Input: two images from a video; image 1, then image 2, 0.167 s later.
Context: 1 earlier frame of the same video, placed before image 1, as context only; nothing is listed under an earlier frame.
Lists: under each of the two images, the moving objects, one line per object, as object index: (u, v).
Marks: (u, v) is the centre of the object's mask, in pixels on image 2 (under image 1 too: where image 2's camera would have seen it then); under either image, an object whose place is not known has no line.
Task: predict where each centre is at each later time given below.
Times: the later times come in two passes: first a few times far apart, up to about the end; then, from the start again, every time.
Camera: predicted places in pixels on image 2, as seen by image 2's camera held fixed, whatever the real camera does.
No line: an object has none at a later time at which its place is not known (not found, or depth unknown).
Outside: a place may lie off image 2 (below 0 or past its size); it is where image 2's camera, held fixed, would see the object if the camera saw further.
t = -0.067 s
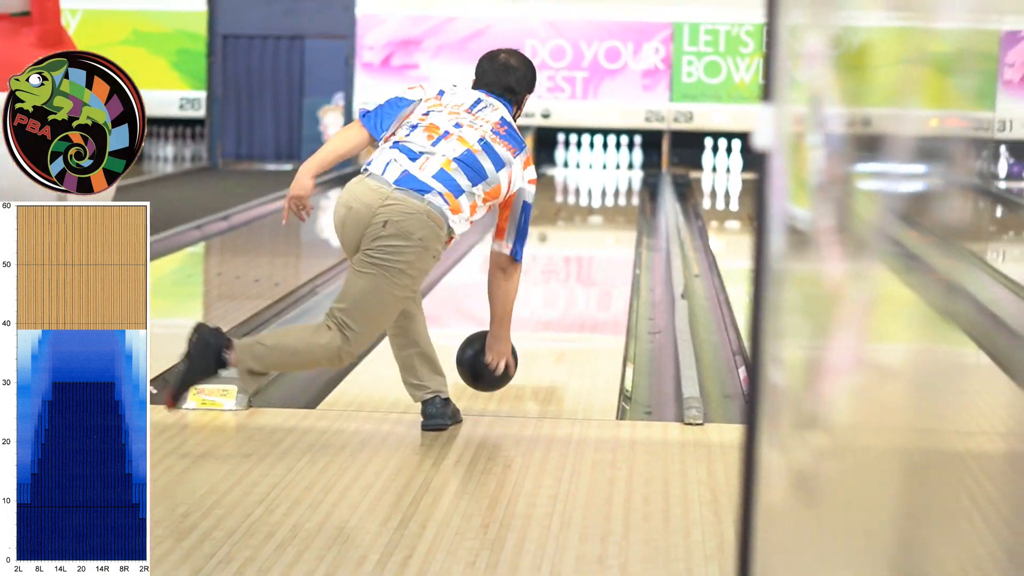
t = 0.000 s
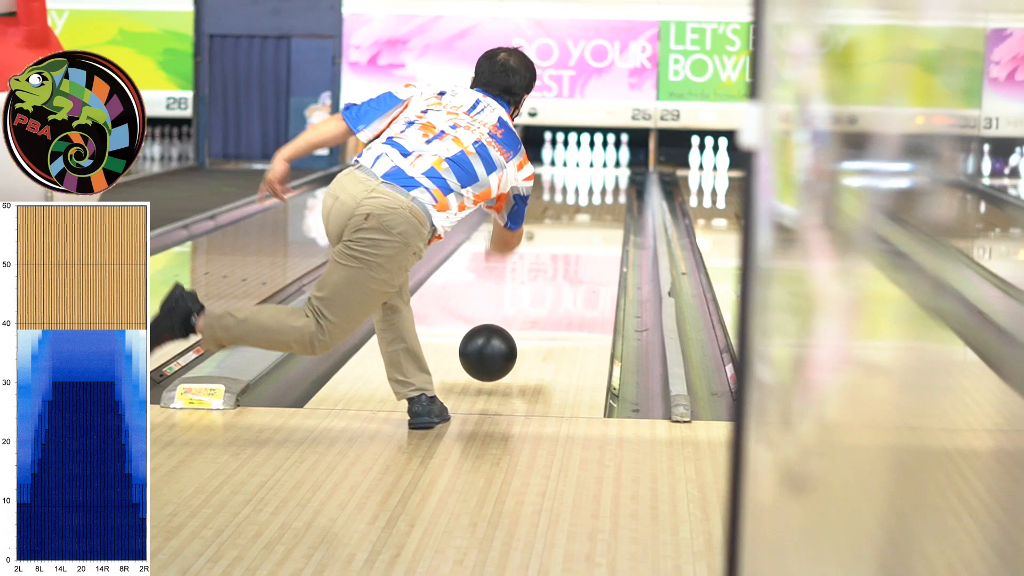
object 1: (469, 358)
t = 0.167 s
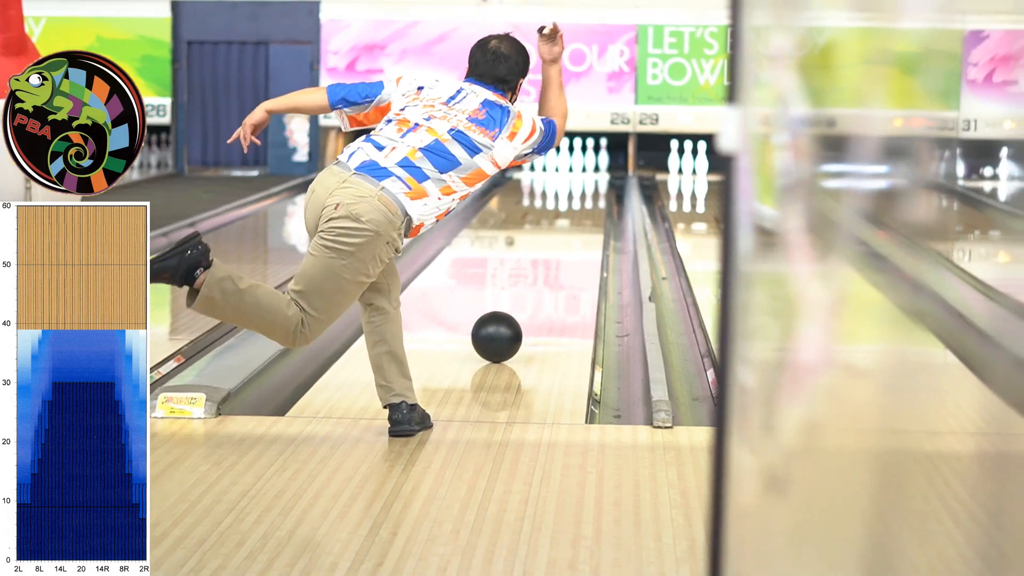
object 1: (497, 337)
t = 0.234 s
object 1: (506, 324)
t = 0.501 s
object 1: (535, 286)
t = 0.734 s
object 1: (558, 261)
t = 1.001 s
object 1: (568, 238)
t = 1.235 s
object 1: (579, 221)
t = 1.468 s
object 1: (586, 208)
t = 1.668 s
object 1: (591, 199)
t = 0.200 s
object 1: (502, 330)
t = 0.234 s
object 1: (506, 324)
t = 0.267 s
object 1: (510, 319)
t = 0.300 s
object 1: (514, 313)
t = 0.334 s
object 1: (518, 308)
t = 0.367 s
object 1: (522, 303)
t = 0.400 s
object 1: (525, 298)
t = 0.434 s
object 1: (529, 294)
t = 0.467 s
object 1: (532, 290)
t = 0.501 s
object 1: (535, 286)
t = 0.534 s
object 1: (538, 282)
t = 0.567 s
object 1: (540, 277)
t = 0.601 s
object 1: (543, 274)
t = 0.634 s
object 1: (546, 270)
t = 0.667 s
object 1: (548, 267)
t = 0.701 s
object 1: (550, 264)
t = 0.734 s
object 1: (558, 261)
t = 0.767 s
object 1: (555, 257)
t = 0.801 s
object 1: (557, 255)
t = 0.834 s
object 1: (559, 251)
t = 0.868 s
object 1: (561, 249)
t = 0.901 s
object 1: (563, 246)
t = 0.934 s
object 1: (565, 243)
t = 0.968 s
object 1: (567, 240)
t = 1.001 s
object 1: (568, 238)
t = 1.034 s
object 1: (570, 235)
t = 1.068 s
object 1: (572, 233)
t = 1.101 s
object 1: (573, 230)
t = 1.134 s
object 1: (575, 228)
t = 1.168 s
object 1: (576, 226)
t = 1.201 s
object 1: (577, 224)
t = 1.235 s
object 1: (579, 221)
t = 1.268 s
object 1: (580, 220)
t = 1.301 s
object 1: (581, 218)
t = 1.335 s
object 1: (582, 216)
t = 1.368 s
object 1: (583, 214)
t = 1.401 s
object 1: (584, 212)
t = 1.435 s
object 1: (585, 210)
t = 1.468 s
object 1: (586, 208)
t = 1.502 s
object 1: (587, 206)
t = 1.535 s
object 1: (588, 204)
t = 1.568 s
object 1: (589, 203)
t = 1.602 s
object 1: (590, 201)
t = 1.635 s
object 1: (590, 200)
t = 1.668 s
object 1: (591, 199)
